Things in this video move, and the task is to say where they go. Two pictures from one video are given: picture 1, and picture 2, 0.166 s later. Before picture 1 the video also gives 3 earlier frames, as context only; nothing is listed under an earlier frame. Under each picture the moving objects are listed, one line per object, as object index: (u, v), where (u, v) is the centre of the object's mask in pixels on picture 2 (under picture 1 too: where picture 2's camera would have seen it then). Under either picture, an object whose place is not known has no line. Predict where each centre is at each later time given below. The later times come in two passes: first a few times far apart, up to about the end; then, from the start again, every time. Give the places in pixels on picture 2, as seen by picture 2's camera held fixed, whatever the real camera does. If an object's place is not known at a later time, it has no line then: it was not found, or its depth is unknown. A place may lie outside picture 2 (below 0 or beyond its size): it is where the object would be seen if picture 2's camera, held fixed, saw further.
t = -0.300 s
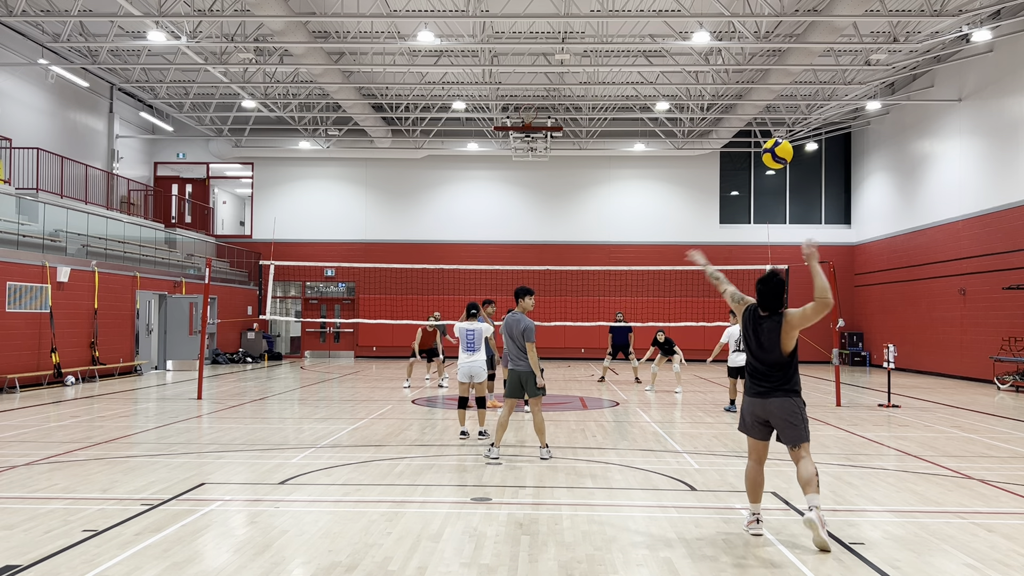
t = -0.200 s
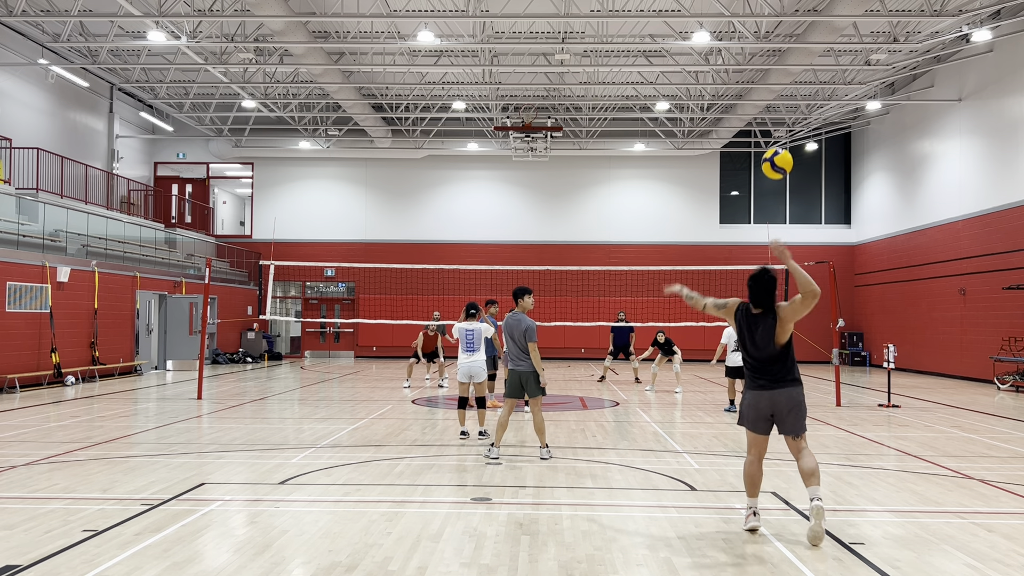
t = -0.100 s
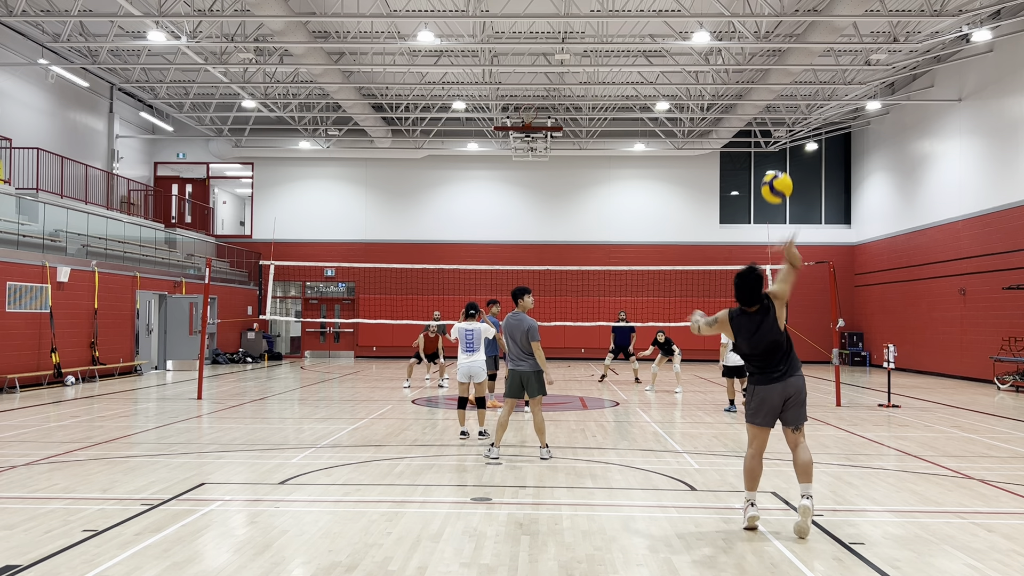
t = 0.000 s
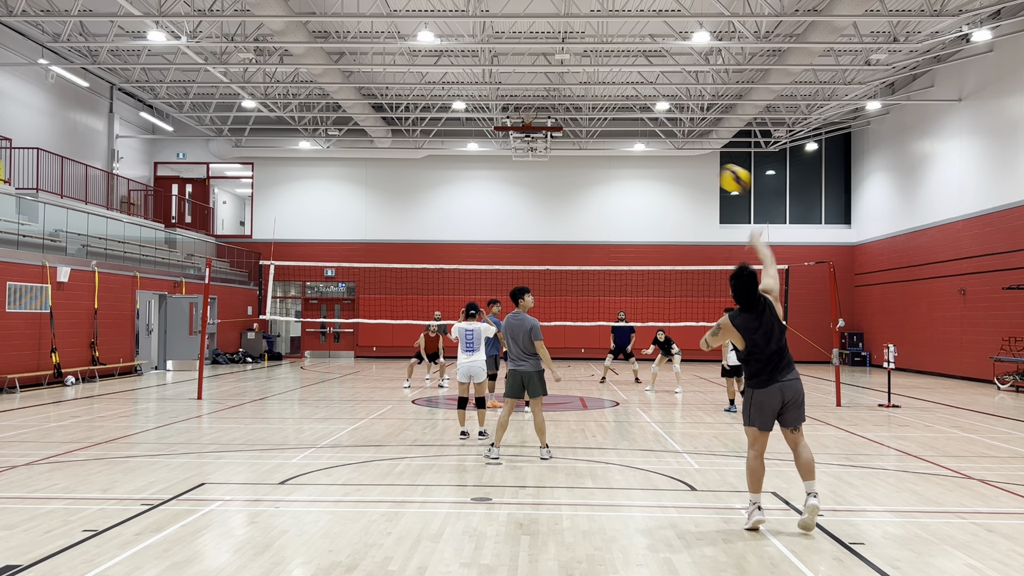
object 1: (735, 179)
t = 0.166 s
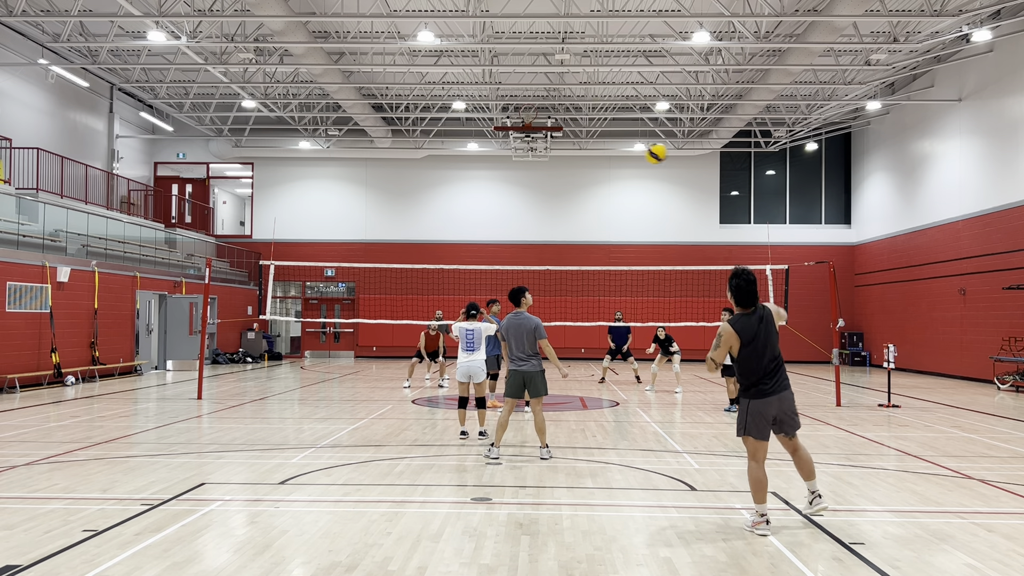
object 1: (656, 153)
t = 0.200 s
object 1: (645, 153)
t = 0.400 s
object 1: (594, 171)
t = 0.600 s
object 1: (562, 210)
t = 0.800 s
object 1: (538, 259)
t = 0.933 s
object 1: (524, 297)
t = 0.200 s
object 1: (645, 153)
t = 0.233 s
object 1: (635, 153)
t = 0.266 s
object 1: (625, 155)
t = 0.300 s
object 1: (616, 158)
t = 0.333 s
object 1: (608, 162)
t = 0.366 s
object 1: (601, 166)
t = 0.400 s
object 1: (594, 171)
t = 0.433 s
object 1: (588, 177)
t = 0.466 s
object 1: (582, 183)
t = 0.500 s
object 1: (576, 190)
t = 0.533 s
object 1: (571, 196)
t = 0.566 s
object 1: (566, 203)
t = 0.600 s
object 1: (562, 210)
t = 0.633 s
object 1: (557, 218)
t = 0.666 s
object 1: (553, 226)
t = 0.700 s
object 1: (549, 234)
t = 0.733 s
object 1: (545, 243)
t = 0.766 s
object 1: (541, 250)
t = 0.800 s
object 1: (538, 259)
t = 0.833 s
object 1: (534, 268)
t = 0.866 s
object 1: (530, 278)
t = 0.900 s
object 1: (527, 287)
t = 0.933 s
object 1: (524, 297)
